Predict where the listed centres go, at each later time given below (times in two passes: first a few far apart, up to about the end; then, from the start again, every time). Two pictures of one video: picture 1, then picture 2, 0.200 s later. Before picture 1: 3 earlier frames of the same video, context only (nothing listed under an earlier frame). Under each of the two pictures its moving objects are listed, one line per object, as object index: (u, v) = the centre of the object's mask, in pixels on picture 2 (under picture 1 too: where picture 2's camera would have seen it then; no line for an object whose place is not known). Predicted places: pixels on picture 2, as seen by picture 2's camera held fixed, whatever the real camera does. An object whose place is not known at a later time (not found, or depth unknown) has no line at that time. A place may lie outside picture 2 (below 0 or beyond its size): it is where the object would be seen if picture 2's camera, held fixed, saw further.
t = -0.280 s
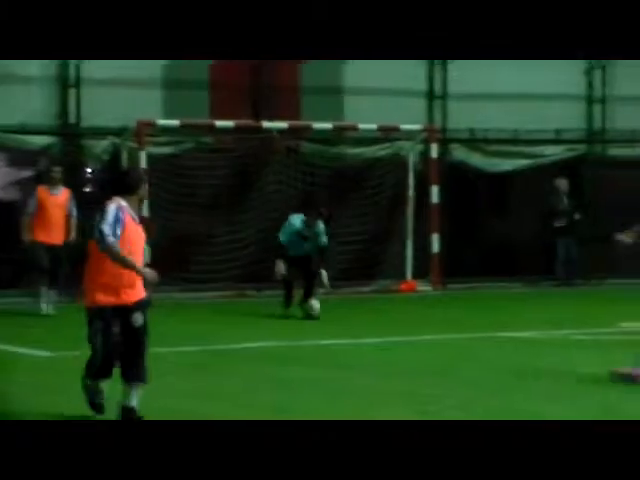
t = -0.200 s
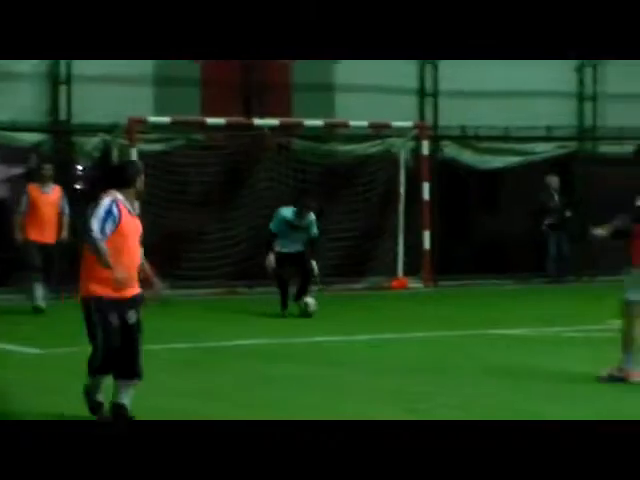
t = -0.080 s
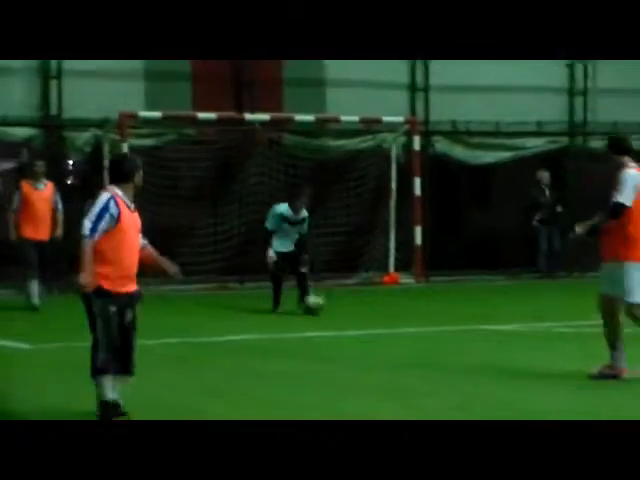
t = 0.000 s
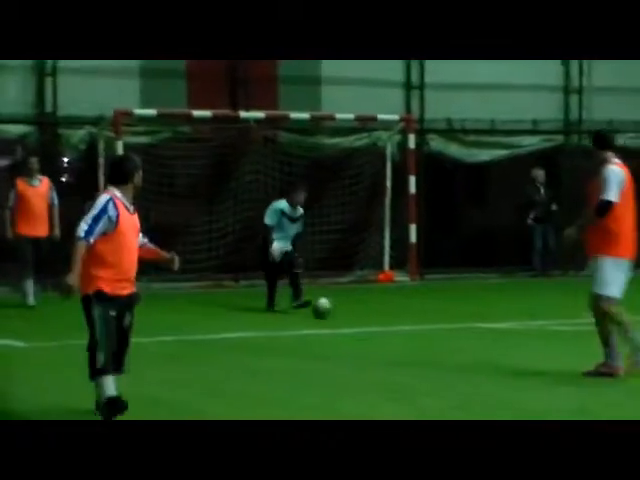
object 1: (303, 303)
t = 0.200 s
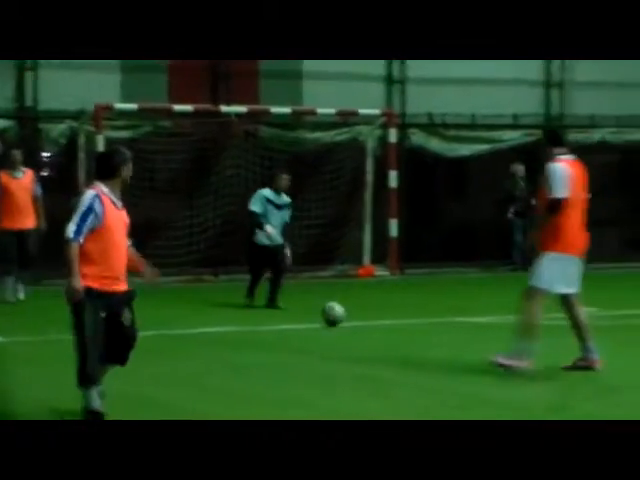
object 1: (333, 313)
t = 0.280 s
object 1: (344, 318)
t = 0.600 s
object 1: (385, 335)
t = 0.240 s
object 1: (339, 316)
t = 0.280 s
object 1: (344, 318)
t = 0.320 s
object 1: (349, 319)
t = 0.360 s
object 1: (354, 323)
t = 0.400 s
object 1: (360, 324)
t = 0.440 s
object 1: (365, 328)
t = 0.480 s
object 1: (369, 331)
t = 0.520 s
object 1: (375, 332)
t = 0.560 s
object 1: (380, 333)
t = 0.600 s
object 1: (385, 335)
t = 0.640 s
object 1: (389, 337)
